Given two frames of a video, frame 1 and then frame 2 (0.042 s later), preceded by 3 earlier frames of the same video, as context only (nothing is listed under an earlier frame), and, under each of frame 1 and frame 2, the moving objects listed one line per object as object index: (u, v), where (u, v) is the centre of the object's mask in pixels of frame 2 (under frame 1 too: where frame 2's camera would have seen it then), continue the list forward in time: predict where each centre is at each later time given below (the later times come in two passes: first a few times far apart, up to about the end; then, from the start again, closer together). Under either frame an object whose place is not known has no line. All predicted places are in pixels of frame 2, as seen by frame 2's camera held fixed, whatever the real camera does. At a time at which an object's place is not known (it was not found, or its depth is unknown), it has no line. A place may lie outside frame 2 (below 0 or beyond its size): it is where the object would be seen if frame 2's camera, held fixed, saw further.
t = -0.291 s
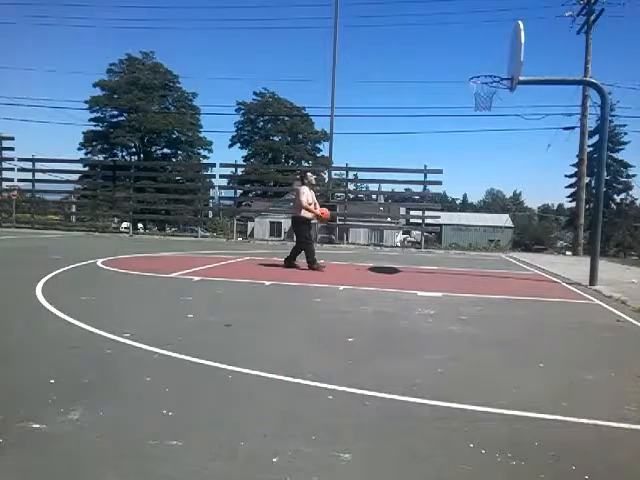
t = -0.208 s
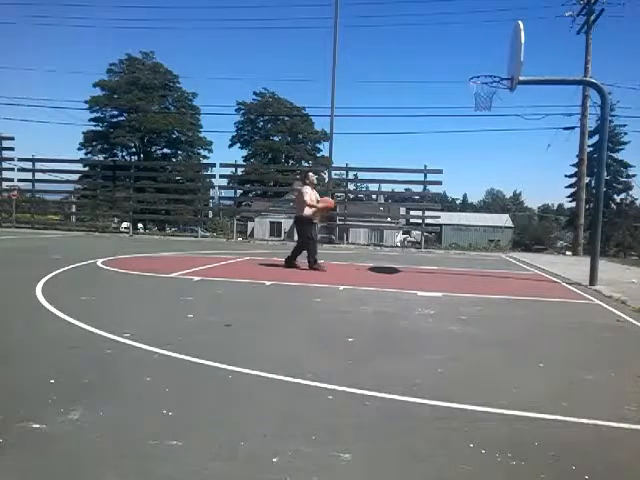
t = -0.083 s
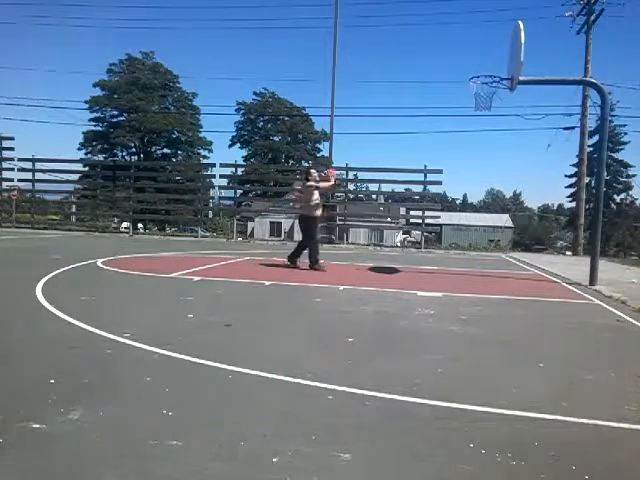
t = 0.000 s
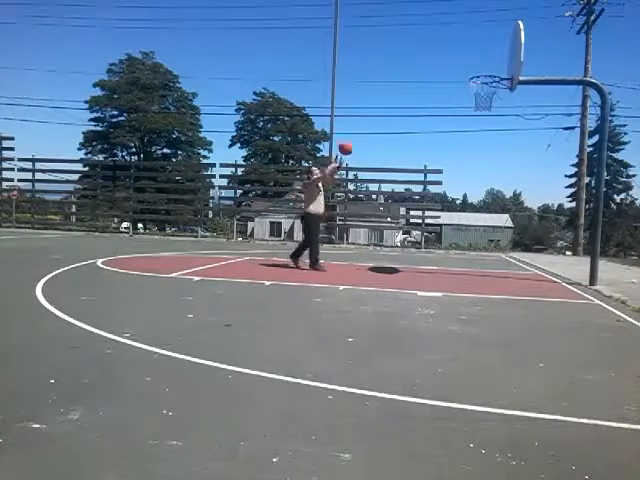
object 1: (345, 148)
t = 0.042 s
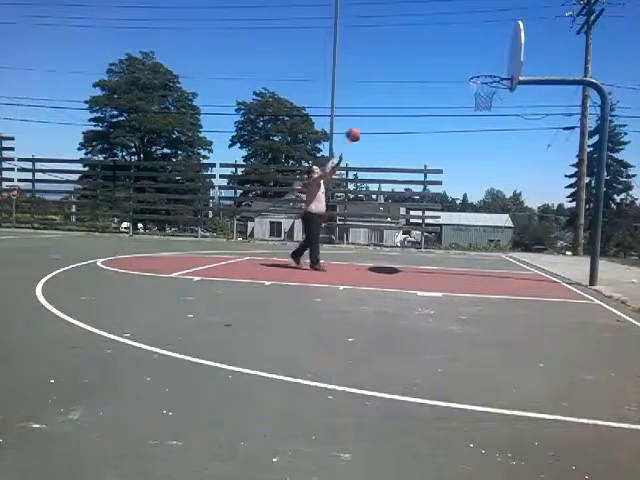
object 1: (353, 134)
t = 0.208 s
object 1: (384, 89)
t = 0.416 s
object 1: (424, 56)
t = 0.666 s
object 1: (472, 53)
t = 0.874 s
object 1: (503, 65)
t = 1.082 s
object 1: (490, 56)
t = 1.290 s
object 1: (478, 74)
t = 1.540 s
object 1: (491, 93)
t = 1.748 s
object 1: (480, 120)
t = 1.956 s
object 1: (468, 175)
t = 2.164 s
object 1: (456, 258)
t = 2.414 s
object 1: (458, 199)
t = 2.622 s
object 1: (459, 152)
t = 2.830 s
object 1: (460, 133)
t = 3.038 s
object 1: (460, 142)
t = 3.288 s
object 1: (457, 193)
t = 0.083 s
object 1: (361, 121)
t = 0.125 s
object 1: (369, 110)
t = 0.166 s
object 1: (376, 99)
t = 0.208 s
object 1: (384, 89)
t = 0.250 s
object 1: (392, 81)
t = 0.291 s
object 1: (400, 73)
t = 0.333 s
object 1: (408, 67)
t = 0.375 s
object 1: (416, 61)
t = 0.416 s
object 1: (424, 56)
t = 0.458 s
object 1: (432, 54)
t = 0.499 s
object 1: (440, 51)
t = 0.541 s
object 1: (448, 50)
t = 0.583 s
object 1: (456, 50)
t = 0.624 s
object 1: (464, 51)
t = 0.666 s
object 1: (472, 53)
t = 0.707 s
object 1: (480, 56)
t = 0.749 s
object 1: (488, 59)
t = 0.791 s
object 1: (496, 66)
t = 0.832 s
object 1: (503, 71)
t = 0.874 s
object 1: (503, 65)
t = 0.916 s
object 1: (501, 61)
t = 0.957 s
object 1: (498, 58)
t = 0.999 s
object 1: (496, 56)
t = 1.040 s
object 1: (493, 56)
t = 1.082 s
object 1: (490, 56)
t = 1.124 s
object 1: (487, 58)
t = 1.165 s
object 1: (484, 60)
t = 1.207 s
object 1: (481, 65)
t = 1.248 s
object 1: (478, 70)
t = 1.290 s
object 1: (478, 74)
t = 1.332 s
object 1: (483, 75)
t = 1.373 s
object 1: (488, 79)
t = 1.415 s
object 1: (492, 85)
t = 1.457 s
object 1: (492, 86)
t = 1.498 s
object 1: (491, 89)
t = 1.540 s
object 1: (491, 93)
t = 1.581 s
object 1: (488, 97)
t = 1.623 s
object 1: (487, 101)
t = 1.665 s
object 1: (484, 106)
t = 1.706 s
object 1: (482, 113)
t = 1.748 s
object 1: (480, 120)
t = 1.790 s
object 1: (478, 128)
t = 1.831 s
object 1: (475, 138)
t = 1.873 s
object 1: (472, 150)
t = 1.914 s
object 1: (470, 161)
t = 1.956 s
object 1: (468, 175)
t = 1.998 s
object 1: (466, 189)
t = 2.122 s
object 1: (459, 239)
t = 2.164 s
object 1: (456, 258)
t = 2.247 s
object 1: (455, 256)
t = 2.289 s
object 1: (456, 239)
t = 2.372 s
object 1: (457, 211)
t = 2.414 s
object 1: (458, 199)
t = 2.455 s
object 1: (457, 187)
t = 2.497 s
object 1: (457, 177)
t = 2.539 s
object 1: (458, 168)
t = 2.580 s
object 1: (459, 159)
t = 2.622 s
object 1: (459, 152)
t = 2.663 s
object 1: (459, 147)
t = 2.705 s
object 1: (460, 142)
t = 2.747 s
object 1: (460, 138)
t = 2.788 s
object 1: (460, 134)
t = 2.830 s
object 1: (460, 133)
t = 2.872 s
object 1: (460, 133)
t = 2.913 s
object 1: (460, 133)
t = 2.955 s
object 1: (460, 134)
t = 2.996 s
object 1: (460, 138)
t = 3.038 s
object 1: (460, 142)
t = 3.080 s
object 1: (460, 149)
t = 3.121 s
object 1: (459, 155)
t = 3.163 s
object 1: (459, 163)
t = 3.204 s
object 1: (459, 172)
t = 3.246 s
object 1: (459, 182)
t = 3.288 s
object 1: (457, 193)
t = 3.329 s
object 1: (458, 205)
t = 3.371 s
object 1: (457, 219)
